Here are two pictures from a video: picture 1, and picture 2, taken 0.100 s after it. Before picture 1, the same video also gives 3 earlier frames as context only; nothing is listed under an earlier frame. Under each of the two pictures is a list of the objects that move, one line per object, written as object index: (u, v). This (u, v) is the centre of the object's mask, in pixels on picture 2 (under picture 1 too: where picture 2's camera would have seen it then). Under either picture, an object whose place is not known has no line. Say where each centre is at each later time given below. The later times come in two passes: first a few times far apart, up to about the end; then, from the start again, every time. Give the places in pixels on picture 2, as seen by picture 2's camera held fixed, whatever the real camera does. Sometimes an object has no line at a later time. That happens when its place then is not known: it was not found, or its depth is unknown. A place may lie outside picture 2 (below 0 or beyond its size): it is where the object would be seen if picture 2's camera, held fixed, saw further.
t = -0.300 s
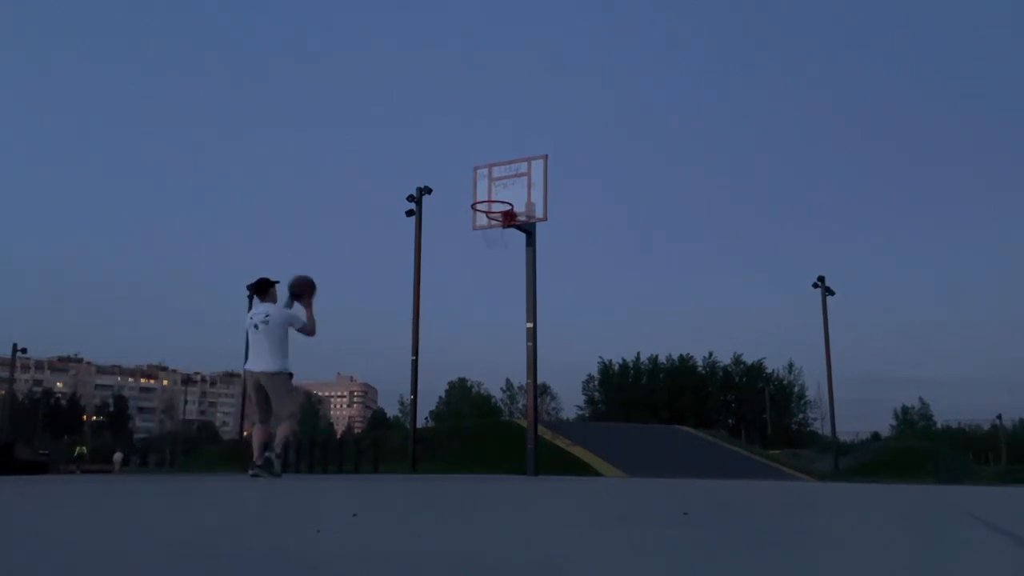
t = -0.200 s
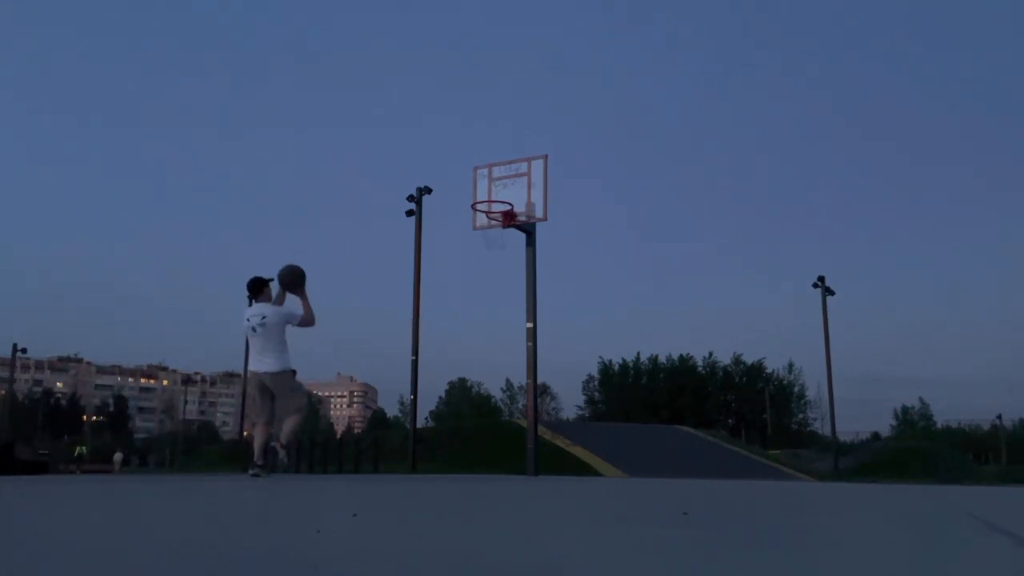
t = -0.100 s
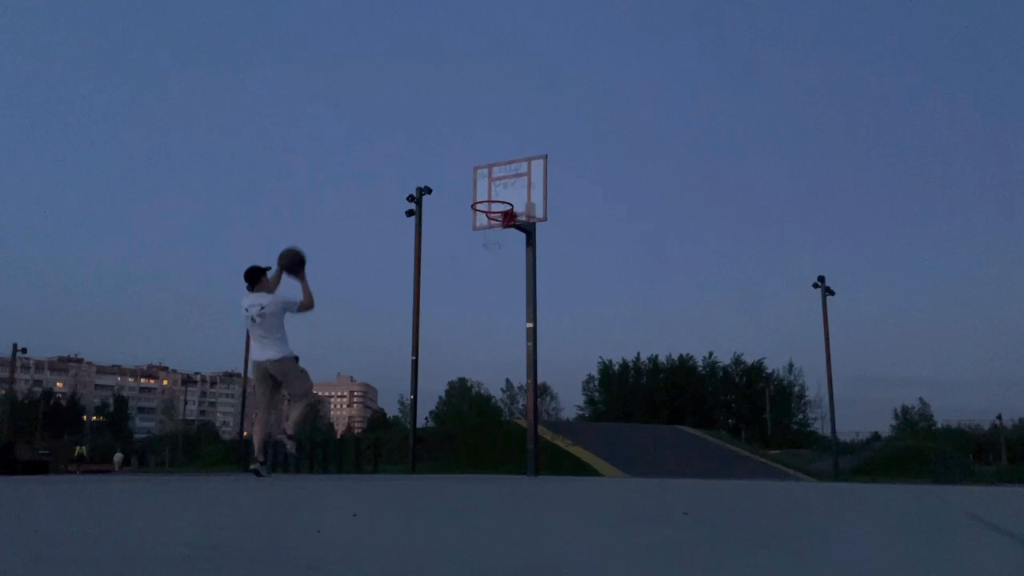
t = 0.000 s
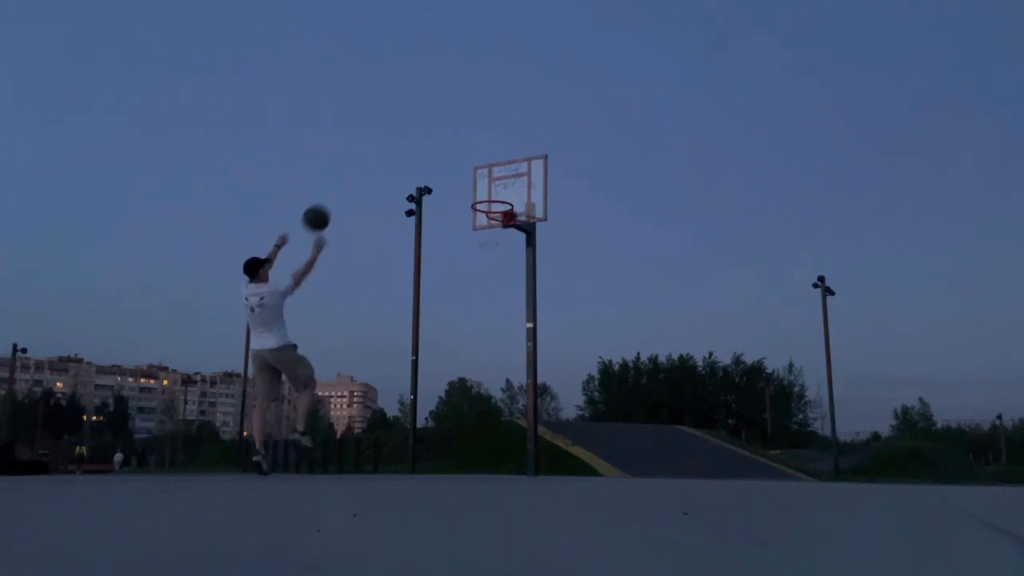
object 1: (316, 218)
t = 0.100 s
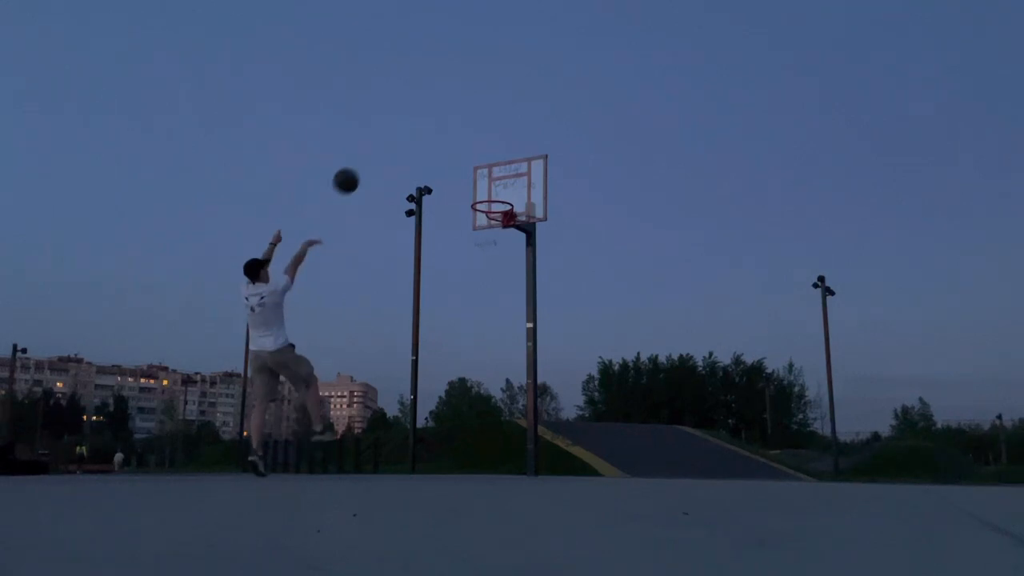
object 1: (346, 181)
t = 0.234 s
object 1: (381, 150)
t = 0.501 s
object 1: (440, 141)
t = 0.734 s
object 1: (484, 181)
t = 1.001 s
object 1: (496, 224)
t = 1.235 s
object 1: (500, 223)
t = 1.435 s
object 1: (492, 238)
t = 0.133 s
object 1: (355, 171)
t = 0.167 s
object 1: (364, 163)
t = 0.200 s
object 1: (372, 156)
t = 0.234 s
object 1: (381, 150)
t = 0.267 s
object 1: (389, 145)
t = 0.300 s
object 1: (397, 142)
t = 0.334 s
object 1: (405, 139)
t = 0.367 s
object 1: (412, 138)
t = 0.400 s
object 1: (420, 137)
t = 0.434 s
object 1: (427, 138)
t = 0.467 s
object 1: (434, 139)
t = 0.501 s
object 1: (440, 141)
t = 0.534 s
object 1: (447, 144)
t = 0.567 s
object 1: (454, 149)
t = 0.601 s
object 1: (460, 153)
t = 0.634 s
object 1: (466, 159)
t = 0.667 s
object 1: (472, 165)
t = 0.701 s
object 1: (478, 173)
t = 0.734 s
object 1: (484, 181)
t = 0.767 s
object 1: (490, 190)
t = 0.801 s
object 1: (496, 199)
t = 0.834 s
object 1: (499, 207)
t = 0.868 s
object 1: (490, 207)
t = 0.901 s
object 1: (484, 208)
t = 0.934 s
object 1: (489, 213)
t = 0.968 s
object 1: (493, 219)
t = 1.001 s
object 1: (496, 224)
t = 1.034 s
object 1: (500, 225)
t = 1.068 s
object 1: (501, 224)
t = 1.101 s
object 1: (501, 223)
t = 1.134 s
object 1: (501, 223)
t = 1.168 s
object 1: (501, 222)
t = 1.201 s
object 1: (501, 223)
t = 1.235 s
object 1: (500, 223)
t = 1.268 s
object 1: (499, 225)
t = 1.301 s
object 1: (498, 226)
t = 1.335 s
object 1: (496, 229)
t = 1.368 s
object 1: (495, 231)
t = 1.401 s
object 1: (494, 235)
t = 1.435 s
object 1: (492, 238)
